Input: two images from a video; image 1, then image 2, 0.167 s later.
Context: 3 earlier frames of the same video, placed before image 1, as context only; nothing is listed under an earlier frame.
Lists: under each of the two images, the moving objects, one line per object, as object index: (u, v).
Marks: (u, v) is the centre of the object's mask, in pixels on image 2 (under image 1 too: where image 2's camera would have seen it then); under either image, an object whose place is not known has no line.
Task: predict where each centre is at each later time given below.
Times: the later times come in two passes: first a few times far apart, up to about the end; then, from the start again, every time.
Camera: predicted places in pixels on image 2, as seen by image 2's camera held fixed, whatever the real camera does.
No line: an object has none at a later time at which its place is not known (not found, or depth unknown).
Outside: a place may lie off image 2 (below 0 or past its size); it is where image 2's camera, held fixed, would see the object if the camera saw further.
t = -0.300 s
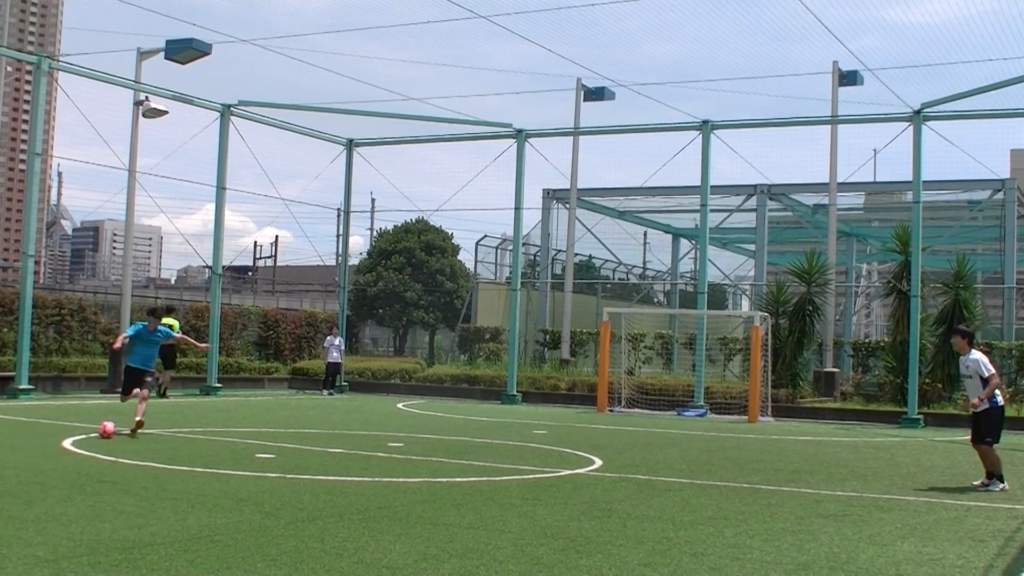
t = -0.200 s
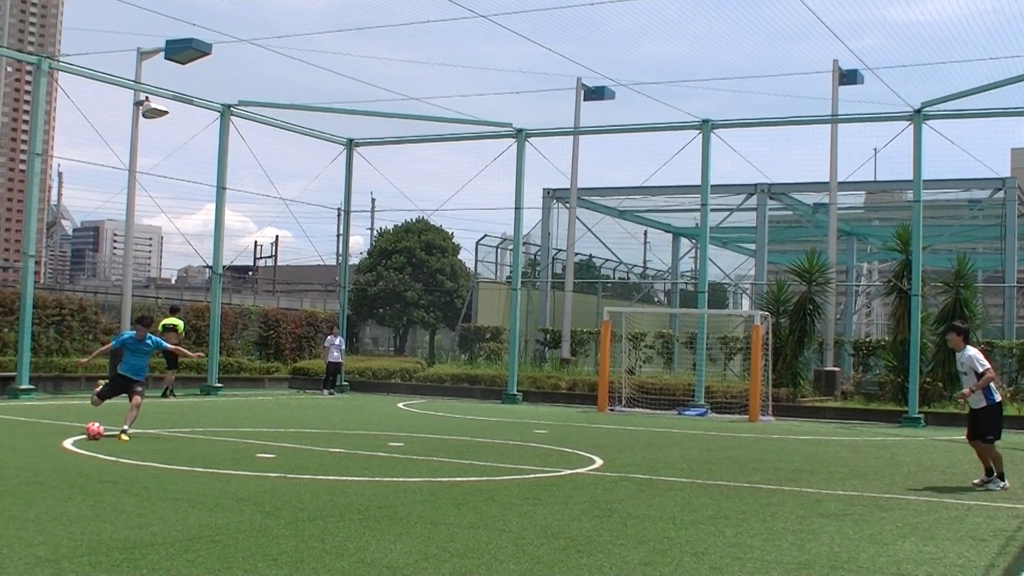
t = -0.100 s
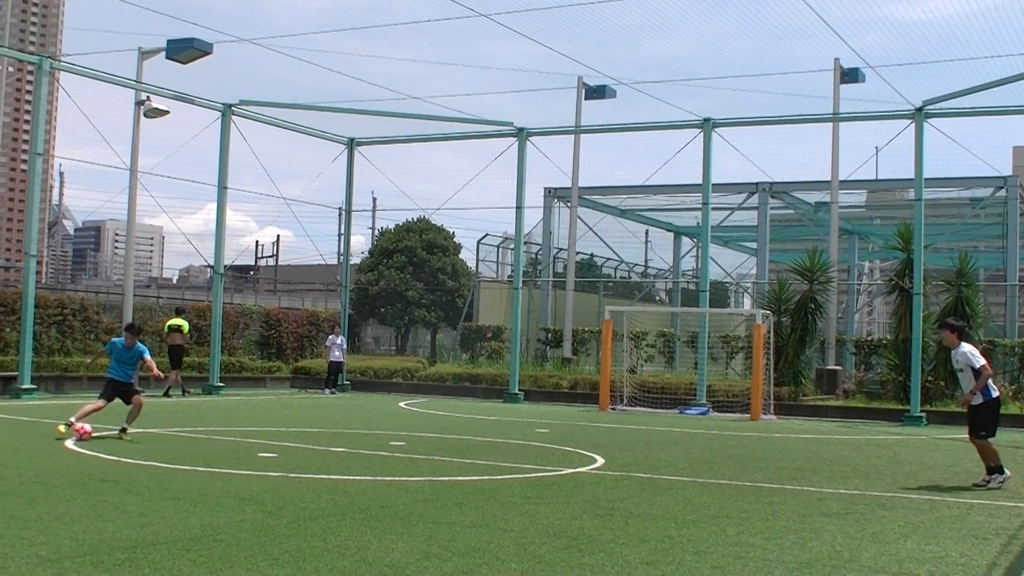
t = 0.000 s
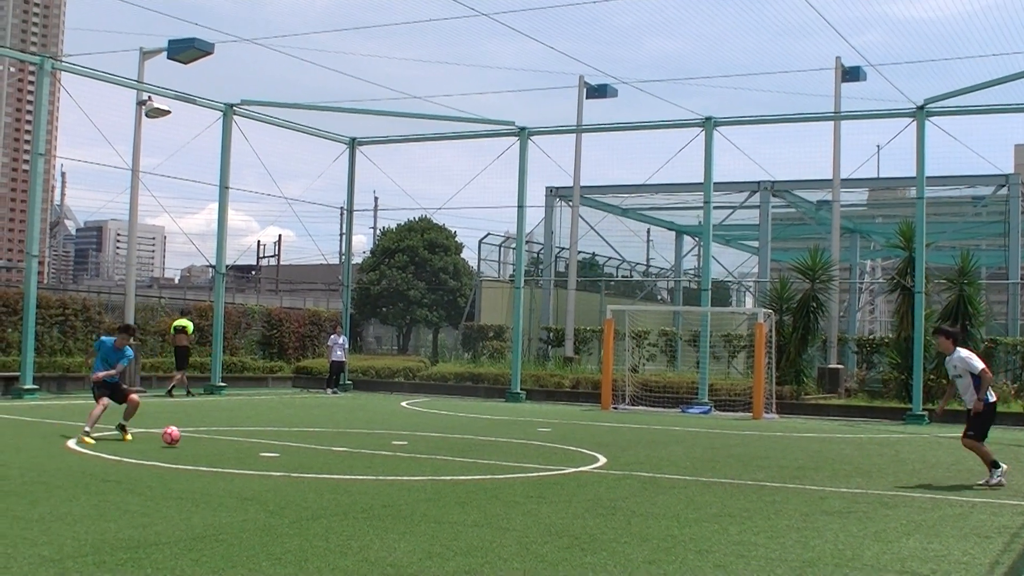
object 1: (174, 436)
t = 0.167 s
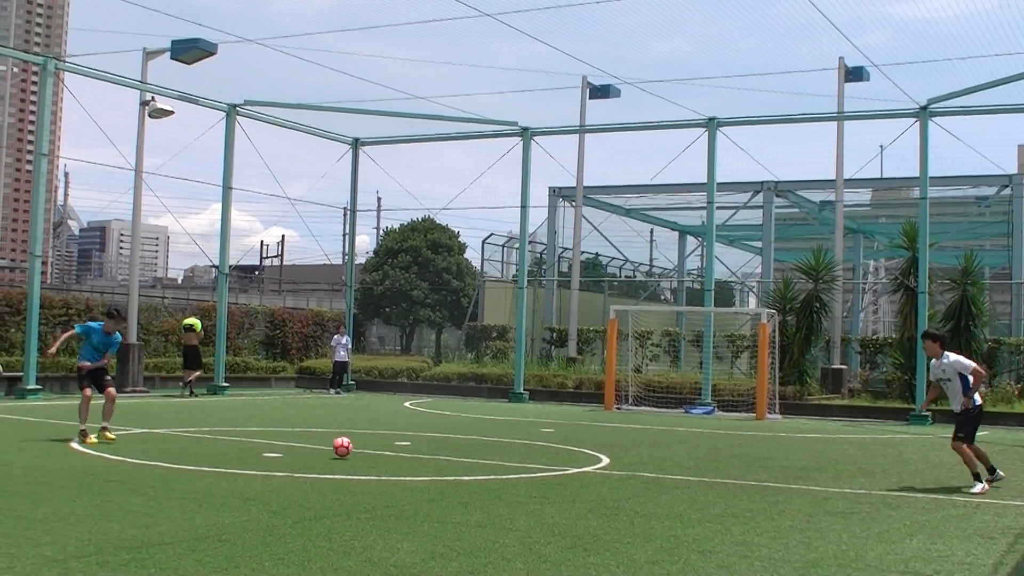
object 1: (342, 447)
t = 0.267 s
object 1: (441, 455)
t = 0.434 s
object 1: (587, 463)
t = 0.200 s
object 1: (375, 449)
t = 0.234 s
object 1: (408, 452)
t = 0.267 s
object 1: (441, 455)
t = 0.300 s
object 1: (469, 455)
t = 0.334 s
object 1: (499, 455)
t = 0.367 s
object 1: (528, 457)
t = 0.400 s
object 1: (558, 460)
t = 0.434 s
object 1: (587, 463)
